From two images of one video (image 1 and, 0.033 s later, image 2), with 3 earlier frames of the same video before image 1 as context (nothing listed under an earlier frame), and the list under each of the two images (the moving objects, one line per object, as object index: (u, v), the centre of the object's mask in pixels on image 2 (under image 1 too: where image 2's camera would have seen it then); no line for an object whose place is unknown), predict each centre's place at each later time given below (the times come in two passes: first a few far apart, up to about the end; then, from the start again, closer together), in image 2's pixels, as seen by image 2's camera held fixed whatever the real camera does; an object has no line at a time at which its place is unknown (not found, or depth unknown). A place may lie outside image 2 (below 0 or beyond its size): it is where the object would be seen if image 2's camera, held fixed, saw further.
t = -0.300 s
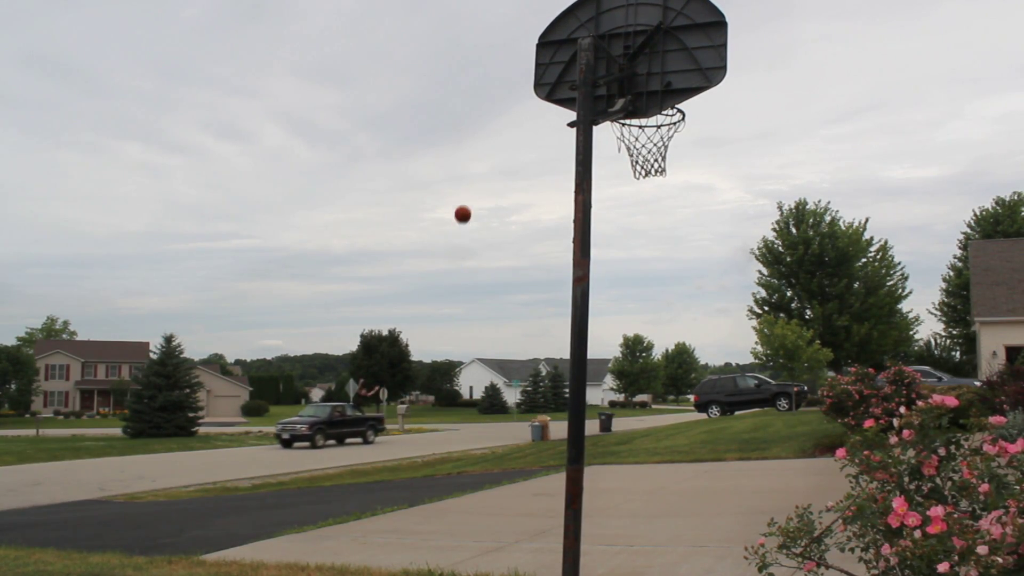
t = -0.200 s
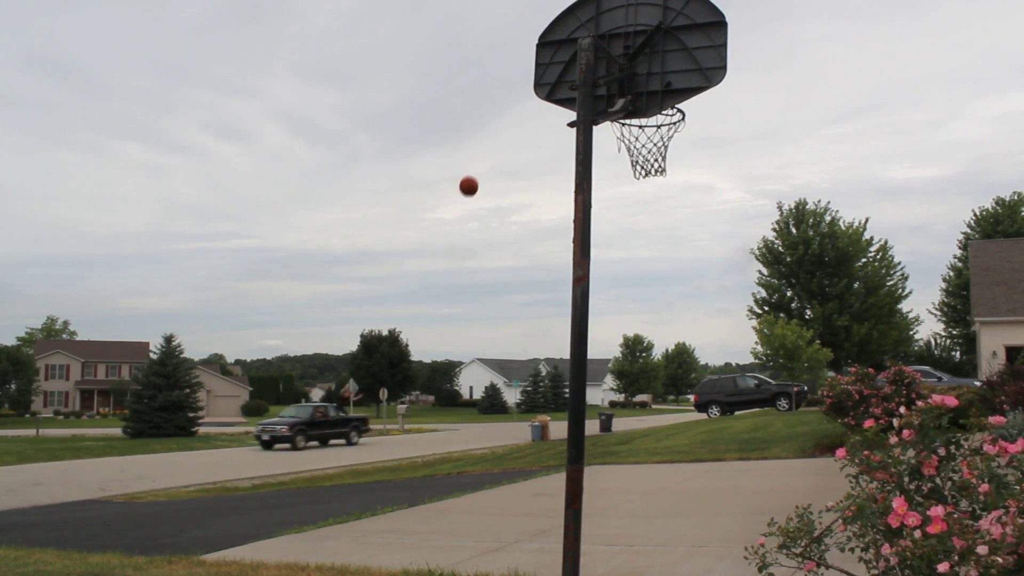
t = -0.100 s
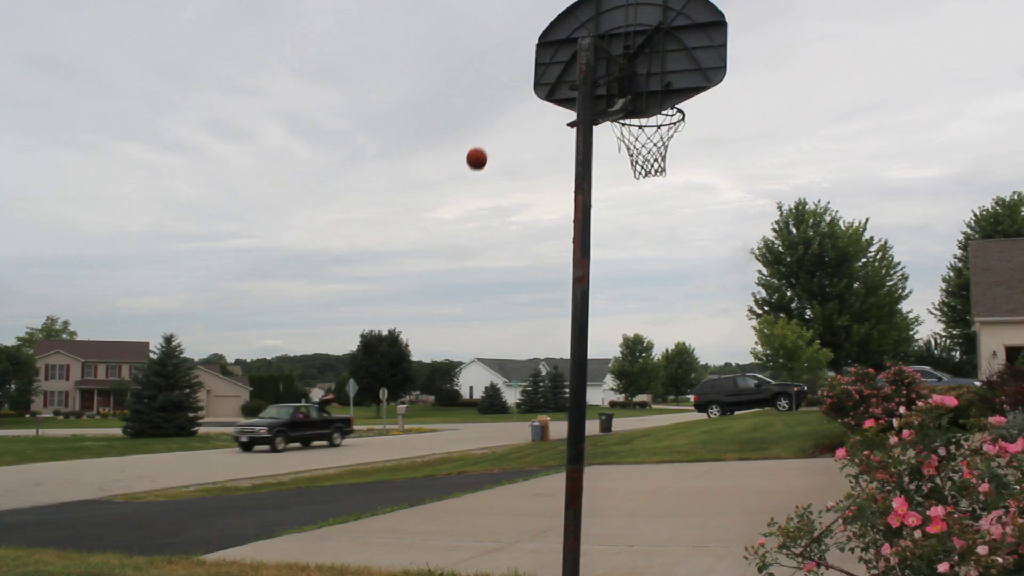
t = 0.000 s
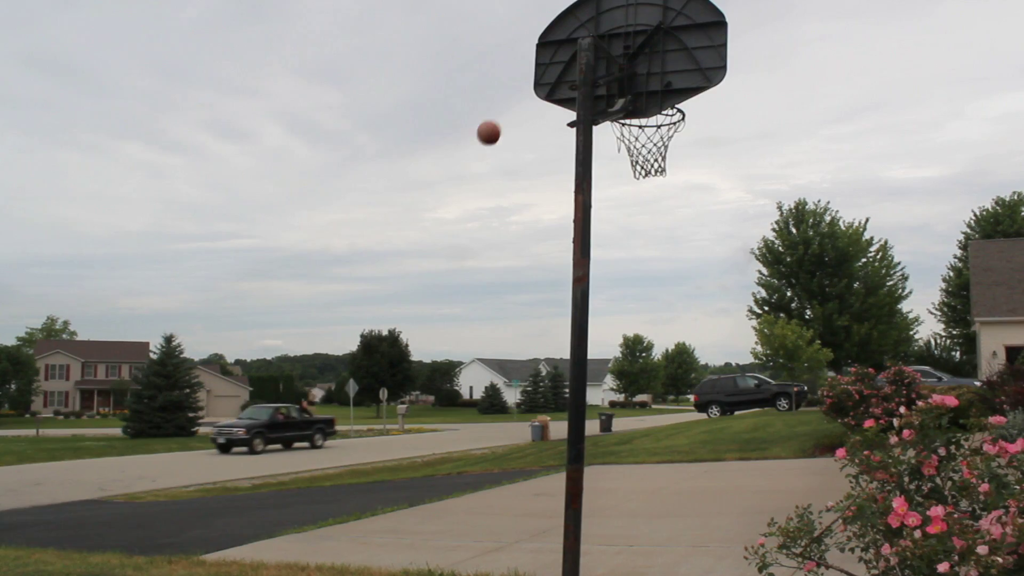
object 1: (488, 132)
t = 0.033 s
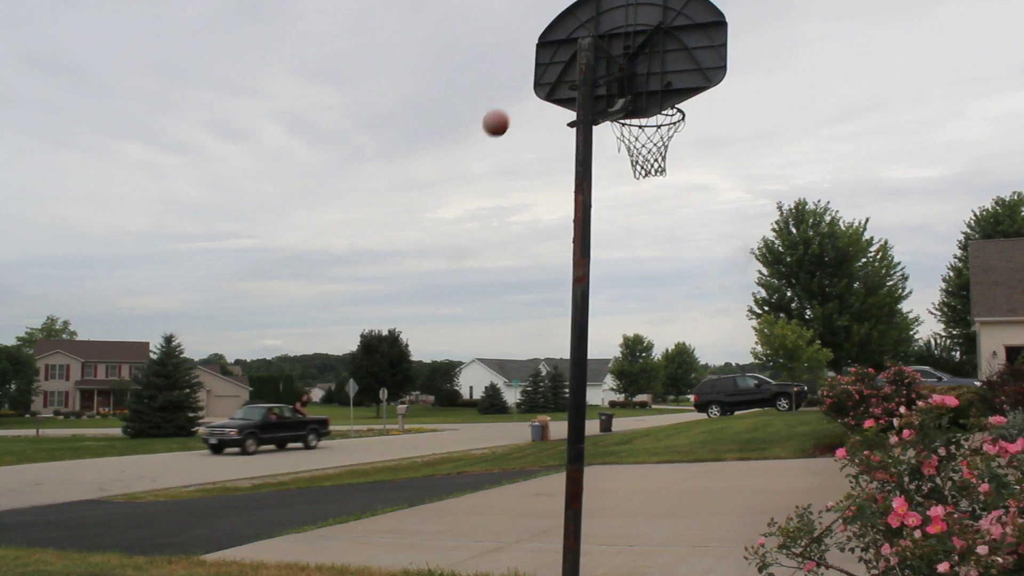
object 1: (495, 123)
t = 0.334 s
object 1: (656, 122)
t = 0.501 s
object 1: (639, 128)
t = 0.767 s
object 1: (650, 158)
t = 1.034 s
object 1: (660, 237)
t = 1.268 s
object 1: (666, 385)
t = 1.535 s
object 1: (662, 483)
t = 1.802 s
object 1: (645, 447)
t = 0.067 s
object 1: (503, 113)
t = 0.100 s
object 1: (512, 101)
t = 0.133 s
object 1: (525, 83)
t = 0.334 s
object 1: (656, 122)
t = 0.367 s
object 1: (662, 123)
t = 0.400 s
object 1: (657, 122)
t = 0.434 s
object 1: (651, 123)
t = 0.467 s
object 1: (645, 125)
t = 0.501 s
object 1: (639, 128)
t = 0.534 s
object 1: (632, 130)
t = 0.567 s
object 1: (631, 132)
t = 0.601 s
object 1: (633, 135)
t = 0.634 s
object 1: (636, 138)
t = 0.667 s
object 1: (639, 143)
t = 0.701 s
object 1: (643, 148)
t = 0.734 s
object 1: (647, 153)
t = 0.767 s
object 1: (650, 158)
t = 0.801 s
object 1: (652, 164)
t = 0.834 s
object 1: (654, 170)
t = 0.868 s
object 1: (655, 177)
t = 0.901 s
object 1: (656, 186)
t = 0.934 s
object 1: (657, 197)
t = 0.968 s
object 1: (658, 208)
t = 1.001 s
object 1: (659, 222)
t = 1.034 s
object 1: (660, 237)
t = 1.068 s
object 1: (661, 254)
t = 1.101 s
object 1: (661, 272)
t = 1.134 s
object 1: (662, 292)
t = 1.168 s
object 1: (663, 313)
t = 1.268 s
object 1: (666, 385)
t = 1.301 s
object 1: (667, 413)
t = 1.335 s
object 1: (668, 444)
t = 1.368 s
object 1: (669, 473)
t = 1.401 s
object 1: (669, 505)
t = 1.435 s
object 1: (668, 522)
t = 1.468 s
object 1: (666, 507)
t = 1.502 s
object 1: (664, 494)
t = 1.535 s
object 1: (662, 483)
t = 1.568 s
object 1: (660, 473)
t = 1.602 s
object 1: (657, 464)
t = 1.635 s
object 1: (656, 458)
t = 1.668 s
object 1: (653, 452)
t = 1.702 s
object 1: (651, 449)
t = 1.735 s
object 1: (649, 447)
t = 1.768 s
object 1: (647, 446)
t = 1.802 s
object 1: (645, 447)
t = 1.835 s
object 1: (643, 450)
